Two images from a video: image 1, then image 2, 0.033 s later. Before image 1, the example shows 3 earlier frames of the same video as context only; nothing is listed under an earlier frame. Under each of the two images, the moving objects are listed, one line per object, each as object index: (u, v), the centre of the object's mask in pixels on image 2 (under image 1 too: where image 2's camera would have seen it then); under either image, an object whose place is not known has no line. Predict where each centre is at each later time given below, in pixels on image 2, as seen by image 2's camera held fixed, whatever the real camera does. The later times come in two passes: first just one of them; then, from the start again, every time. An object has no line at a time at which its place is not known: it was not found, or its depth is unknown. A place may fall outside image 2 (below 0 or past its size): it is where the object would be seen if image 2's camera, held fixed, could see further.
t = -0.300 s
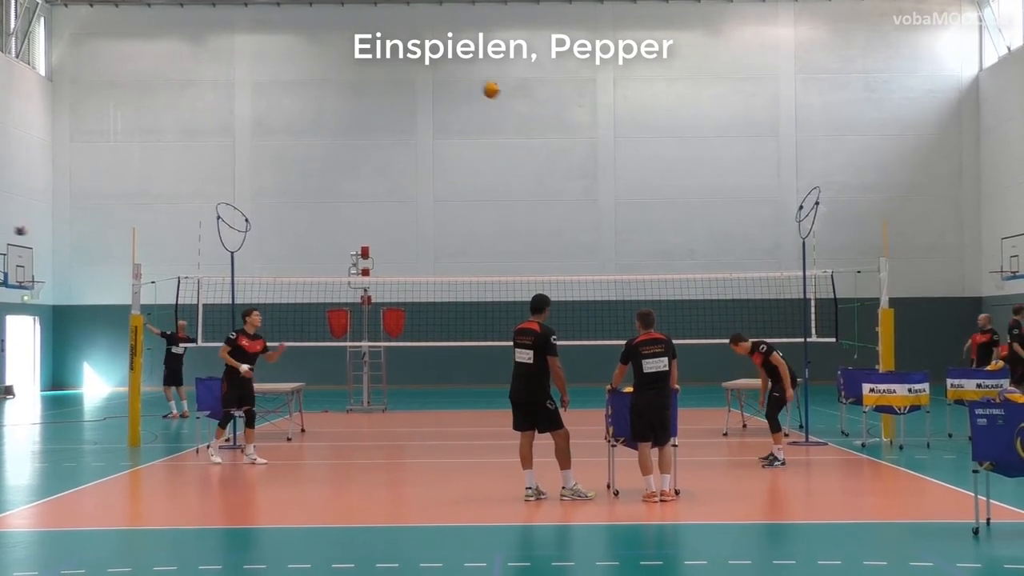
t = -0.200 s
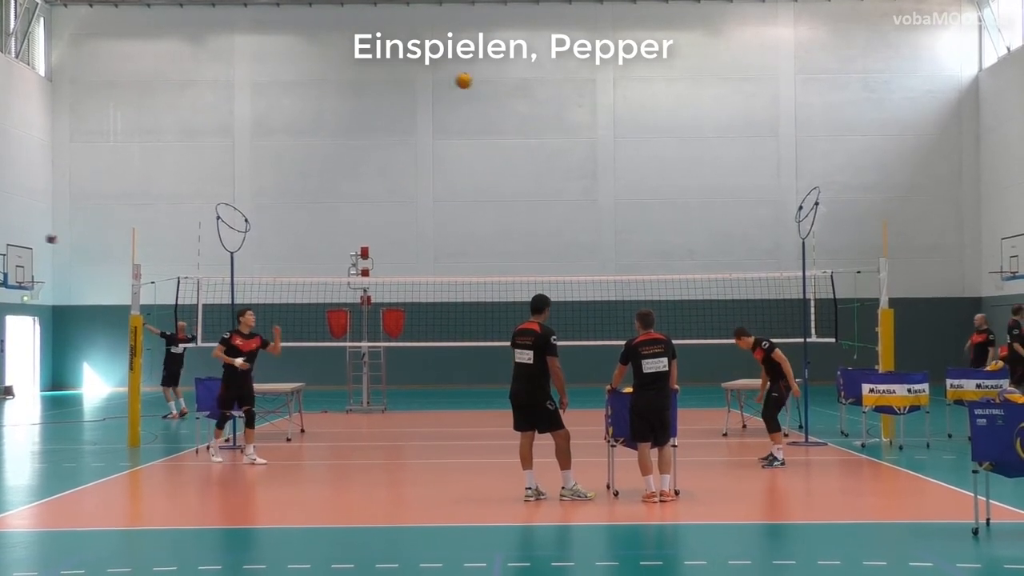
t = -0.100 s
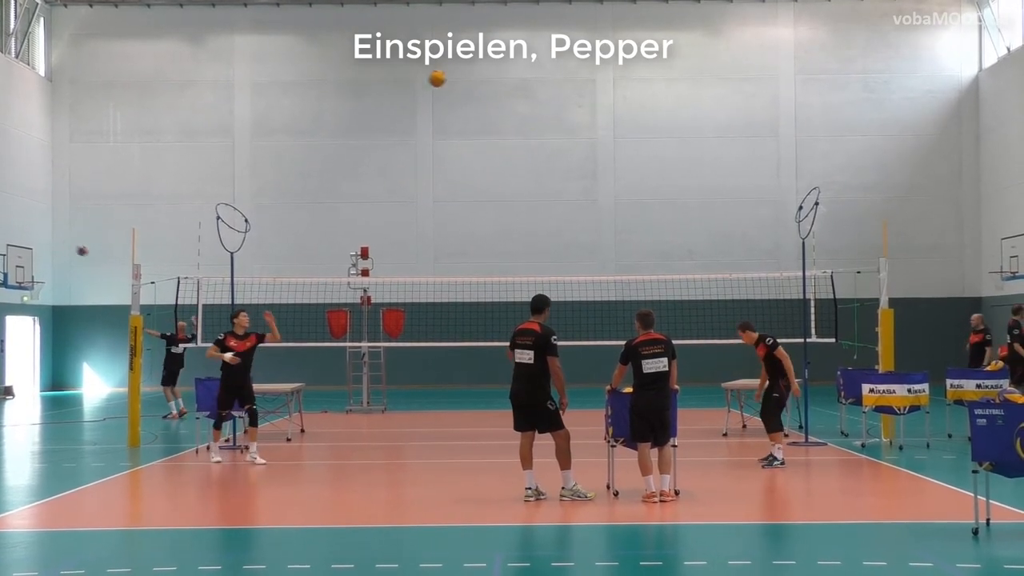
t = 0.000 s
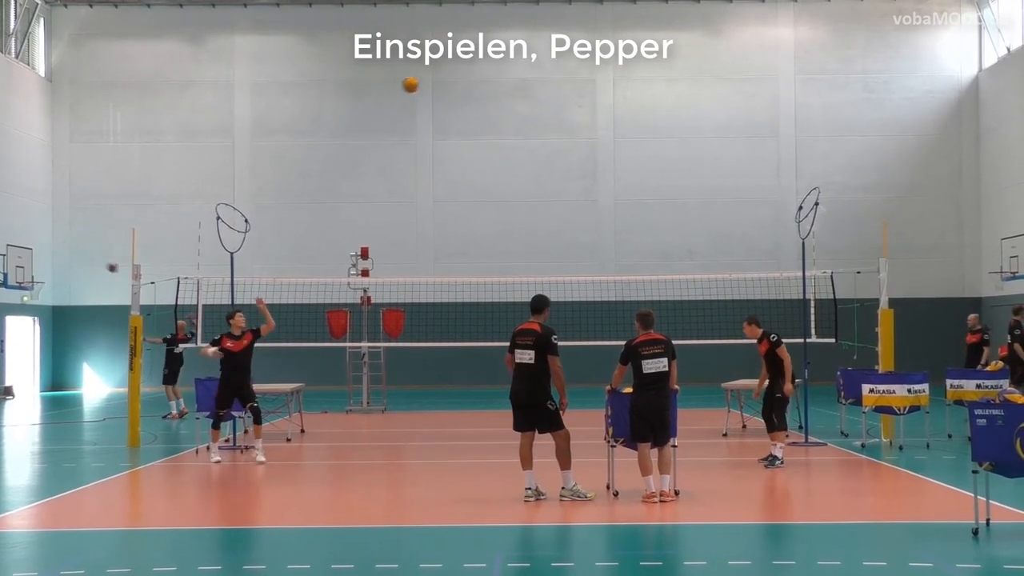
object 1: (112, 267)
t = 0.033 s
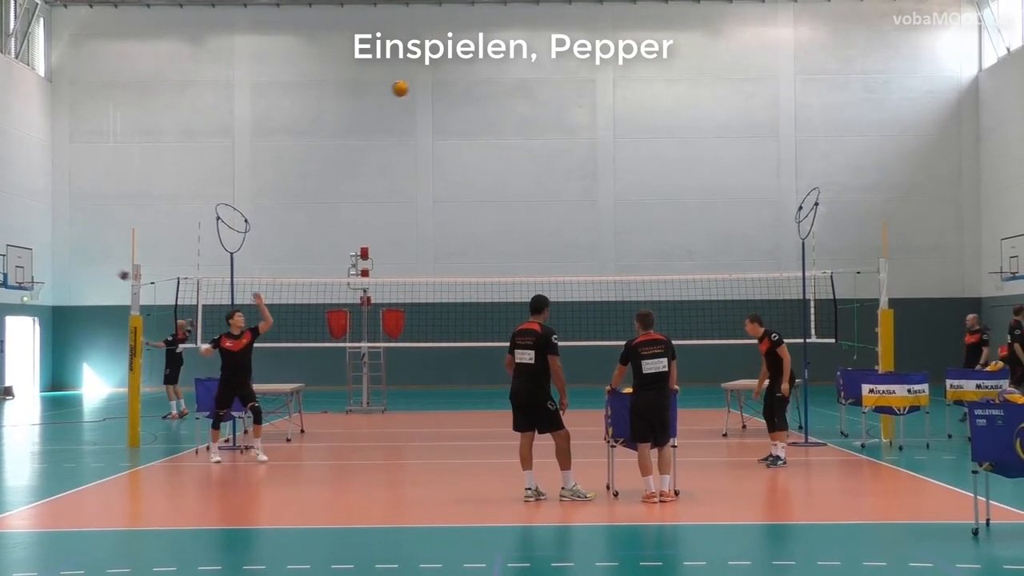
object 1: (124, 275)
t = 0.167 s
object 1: (160, 301)
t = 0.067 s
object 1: (127, 278)
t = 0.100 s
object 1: (144, 288)
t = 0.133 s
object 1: (154, 297)
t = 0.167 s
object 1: (160, 301)
